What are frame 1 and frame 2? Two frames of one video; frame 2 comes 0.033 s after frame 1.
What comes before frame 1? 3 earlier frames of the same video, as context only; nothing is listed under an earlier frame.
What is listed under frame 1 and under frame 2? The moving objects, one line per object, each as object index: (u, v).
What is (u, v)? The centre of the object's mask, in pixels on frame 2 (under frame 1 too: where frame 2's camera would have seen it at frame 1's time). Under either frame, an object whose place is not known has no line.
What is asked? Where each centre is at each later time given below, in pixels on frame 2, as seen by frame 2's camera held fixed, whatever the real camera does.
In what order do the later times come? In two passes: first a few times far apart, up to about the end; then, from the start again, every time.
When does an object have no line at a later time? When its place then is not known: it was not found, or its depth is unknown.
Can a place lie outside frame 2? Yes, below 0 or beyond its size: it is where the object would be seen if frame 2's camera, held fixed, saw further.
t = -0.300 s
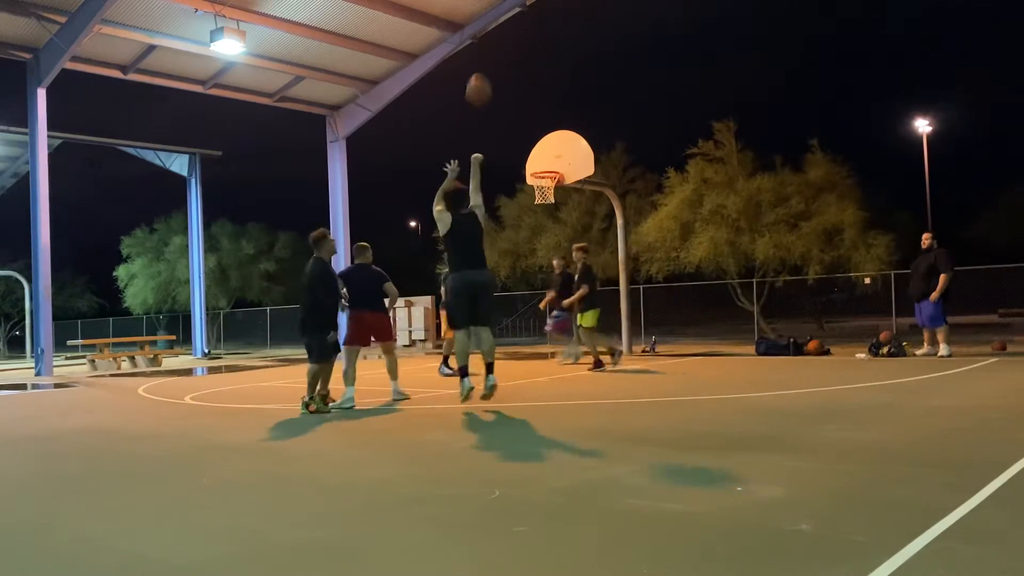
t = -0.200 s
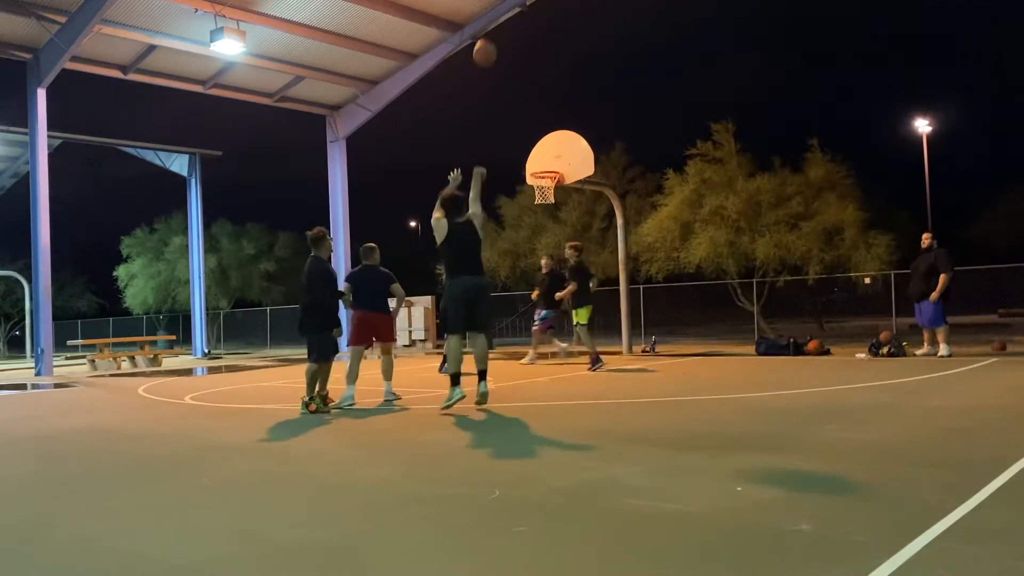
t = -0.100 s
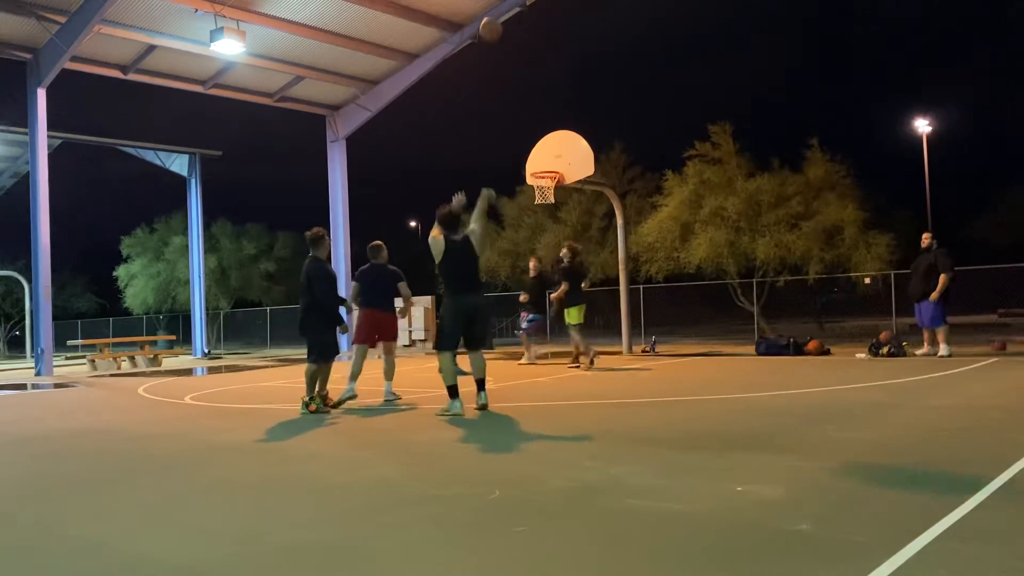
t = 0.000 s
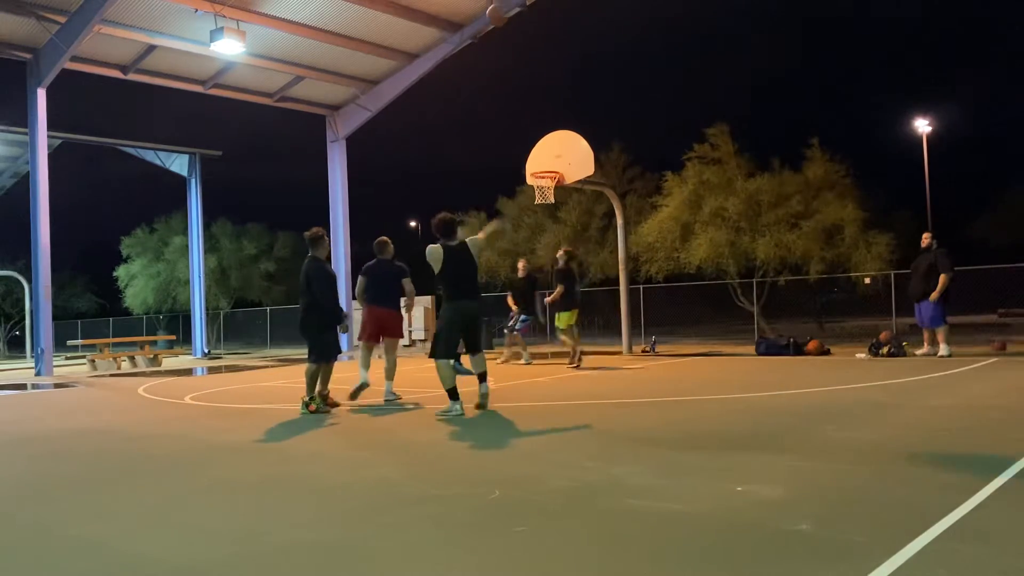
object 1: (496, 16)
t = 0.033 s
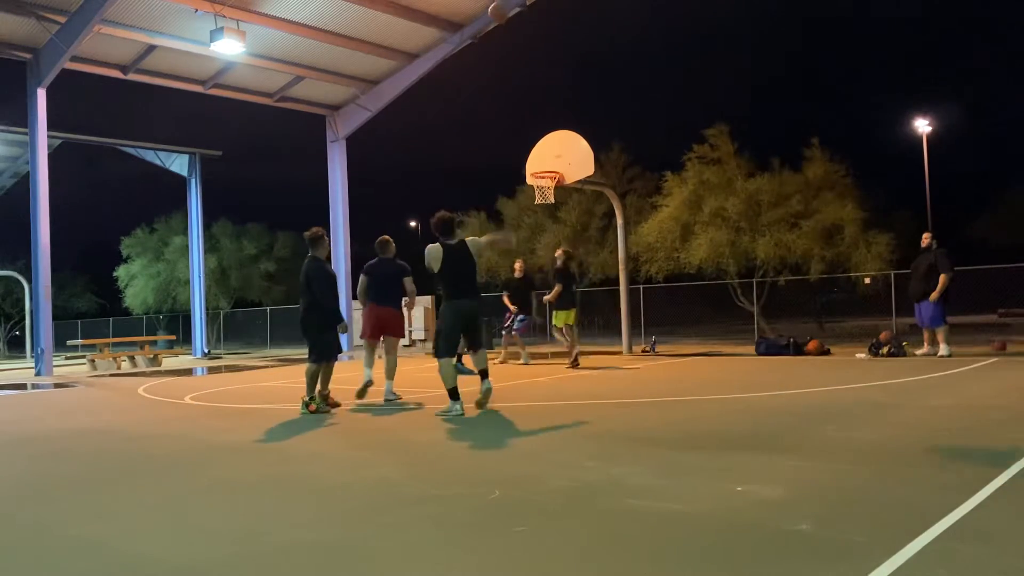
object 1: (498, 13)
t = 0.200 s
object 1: (508, 15)
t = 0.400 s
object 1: (518, 41)
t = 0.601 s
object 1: (528, 90)
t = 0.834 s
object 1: (537, 166)
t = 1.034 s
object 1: (533, 127)
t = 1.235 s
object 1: (519, 108)
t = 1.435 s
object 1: (506, 112)
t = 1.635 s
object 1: (494, 139)
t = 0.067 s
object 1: (499, 12)
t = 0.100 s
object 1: (502, 10)
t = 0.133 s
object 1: (504, 11)
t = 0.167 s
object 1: (506, 12)
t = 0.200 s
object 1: (508, 15)
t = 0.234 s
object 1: (509, 17)
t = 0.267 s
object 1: (511, 21)
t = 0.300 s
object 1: (513, 25)
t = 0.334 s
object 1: (514, 30)
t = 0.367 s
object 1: (516, 35)
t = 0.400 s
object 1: (518, 41)
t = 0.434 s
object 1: (520, 48)
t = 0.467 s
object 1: (521, 55)
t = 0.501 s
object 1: (523, 63)
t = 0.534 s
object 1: (525, 72)
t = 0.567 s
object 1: (526, 81)
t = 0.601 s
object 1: (528, 90)
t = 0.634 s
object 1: (529, 100)
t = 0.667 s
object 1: (531, 111)
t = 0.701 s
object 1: (532, 121)
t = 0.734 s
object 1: (533, 132)
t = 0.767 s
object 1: (534, 142)
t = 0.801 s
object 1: (535, 154)
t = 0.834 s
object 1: (537, 166)
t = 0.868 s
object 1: (539, 162)
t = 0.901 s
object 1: (539, 153)
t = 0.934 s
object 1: (540, 145)
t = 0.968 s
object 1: (537, 137)
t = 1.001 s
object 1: (535, 133)
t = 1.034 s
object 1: (533, 127)
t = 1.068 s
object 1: (531, 123)
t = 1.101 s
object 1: (529, 118)
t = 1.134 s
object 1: (526, 115)
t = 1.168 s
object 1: (524, 112)
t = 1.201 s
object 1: (522, 110)
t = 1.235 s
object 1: (519, 108)
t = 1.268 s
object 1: (517, 107)
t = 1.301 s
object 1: (515, 107)
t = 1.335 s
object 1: (513, 107)
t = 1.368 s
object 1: (511, 108)
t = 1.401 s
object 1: (508, 110)
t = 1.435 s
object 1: (506, 112)
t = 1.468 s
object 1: (504, 115)
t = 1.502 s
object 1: (502, 118)
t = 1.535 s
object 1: (500, 122)
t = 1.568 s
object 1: (498, 127)
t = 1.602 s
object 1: (496, 133)
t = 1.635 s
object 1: (494, 139)
